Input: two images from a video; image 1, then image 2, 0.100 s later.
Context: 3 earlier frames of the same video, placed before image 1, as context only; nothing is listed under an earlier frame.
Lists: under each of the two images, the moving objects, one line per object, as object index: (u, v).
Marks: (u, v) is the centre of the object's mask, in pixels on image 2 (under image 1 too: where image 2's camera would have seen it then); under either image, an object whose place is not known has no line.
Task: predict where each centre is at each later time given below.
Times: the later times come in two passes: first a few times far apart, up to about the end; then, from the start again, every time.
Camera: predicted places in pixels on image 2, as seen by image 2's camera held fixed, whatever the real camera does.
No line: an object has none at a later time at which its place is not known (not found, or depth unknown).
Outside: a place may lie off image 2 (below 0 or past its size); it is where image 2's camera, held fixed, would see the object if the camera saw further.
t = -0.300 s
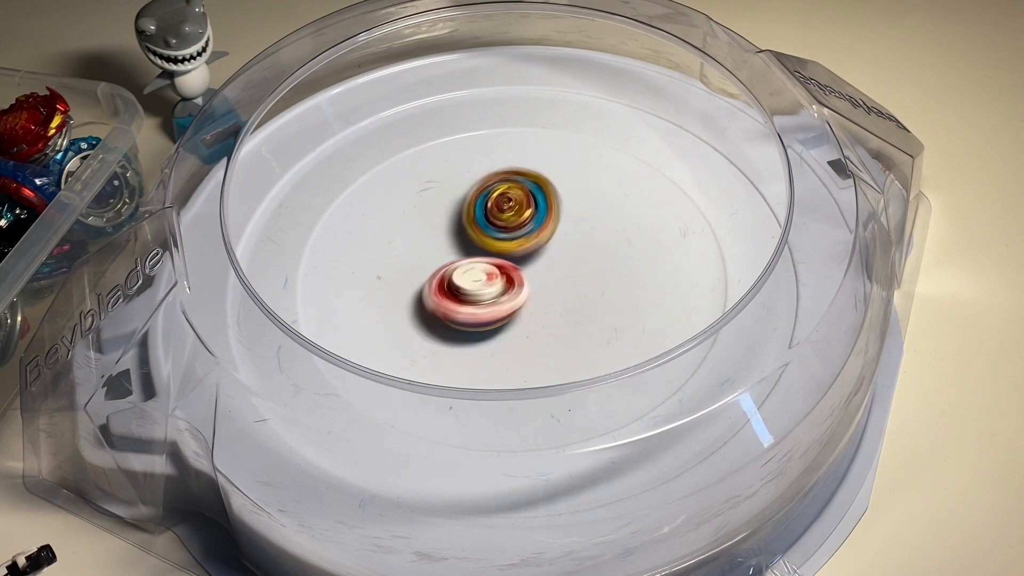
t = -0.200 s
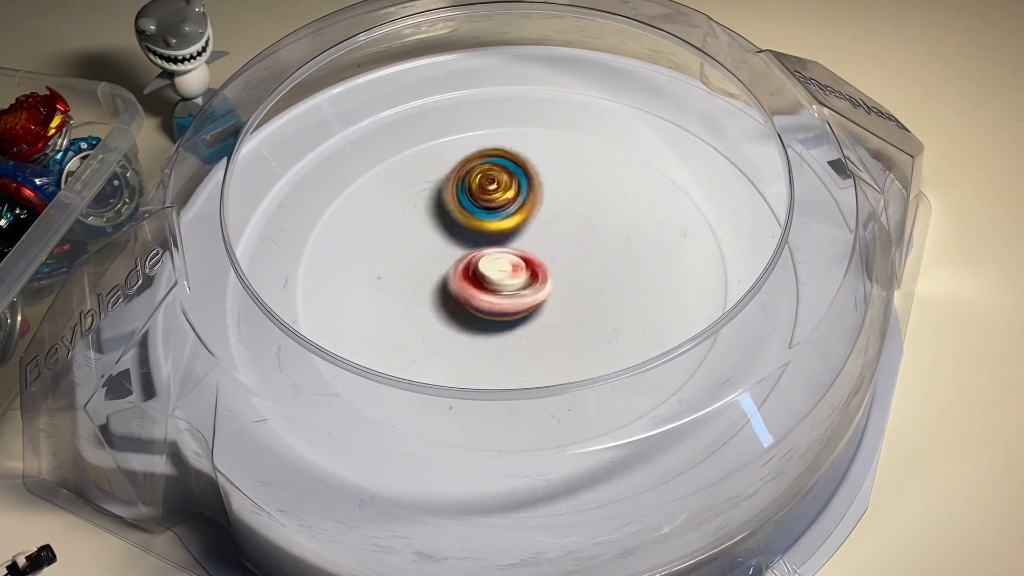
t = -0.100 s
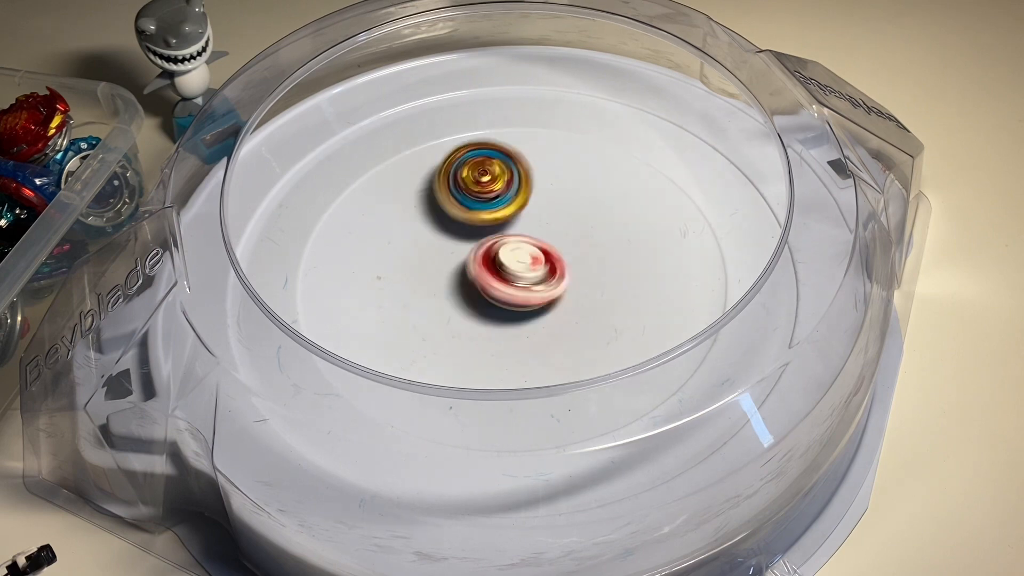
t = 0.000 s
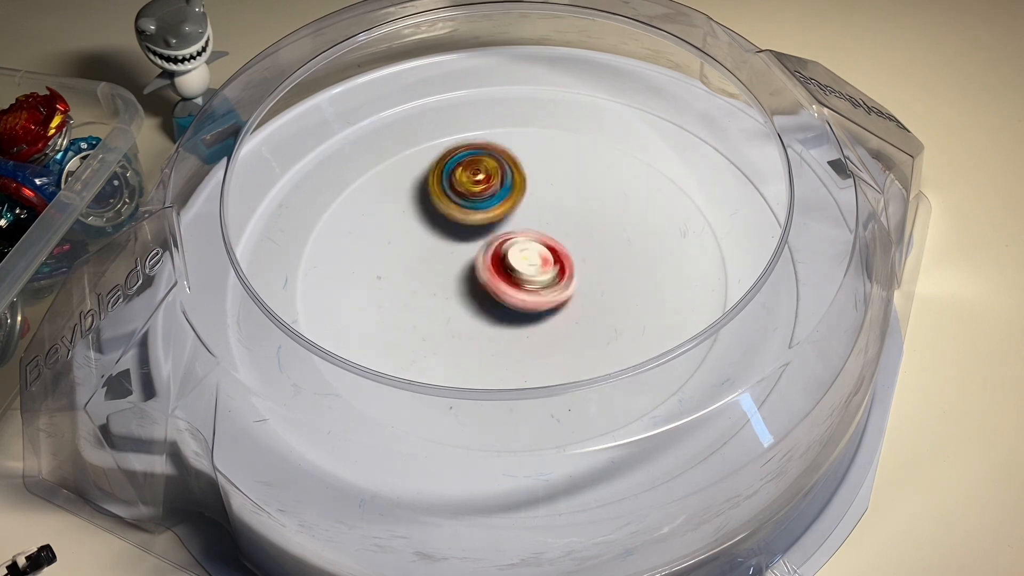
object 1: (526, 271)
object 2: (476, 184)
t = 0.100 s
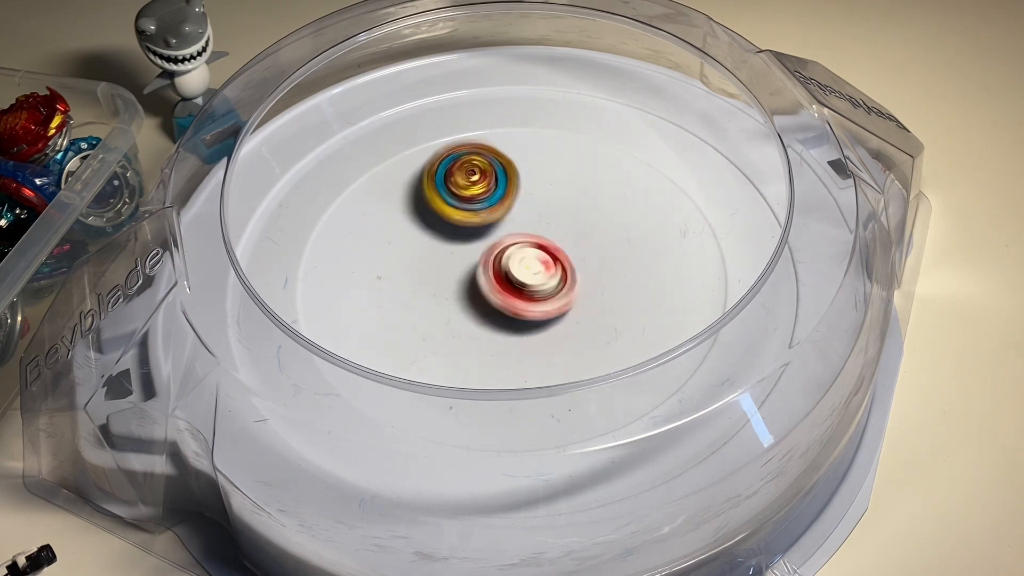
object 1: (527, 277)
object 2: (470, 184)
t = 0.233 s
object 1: (523, 283)
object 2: (469, 204)
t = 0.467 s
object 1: (566, 323)
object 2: (438, 200)
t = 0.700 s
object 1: (549, 293)
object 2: (468, 247)
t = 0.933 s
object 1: (579, 289)
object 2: (385, 223)
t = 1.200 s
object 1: (513, 260)
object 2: (400, 231)
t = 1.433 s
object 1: (577, 241)
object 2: (420, 266)
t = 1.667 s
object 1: (538, 239)
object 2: (492, 308)
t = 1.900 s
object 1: (508, 246)
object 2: (537, 339)
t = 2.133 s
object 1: (486, 255)
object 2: (563, 317)
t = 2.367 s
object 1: (467, 252)
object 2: (578, 278)
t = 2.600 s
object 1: (427, 260)
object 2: (614, 241)
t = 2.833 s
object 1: (437, 266)
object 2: (601, 237)
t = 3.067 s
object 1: (431, 284)
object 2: (567, 235)
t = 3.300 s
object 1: (453, 288)
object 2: (541, 240)
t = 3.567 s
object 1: (476, 296)
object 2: (556, 232)
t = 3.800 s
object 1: (475, 319)
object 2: (543, 236)
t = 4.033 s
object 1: (492, 314)
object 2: (526, 233)
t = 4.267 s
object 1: (499, 314)
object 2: (519, 228)
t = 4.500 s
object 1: (495, 321)
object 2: (500, 235)
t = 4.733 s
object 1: (495, 301)
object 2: (514, 235)
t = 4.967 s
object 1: (466, 305)
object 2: (523, 227)
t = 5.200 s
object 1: (489, 309)
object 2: (521, 237)
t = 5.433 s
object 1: (484, 305)
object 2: (527, 231)
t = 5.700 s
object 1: (481, 303)
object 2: (504, 229)
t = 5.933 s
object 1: (481, 302)
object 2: (512, 231)
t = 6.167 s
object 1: (482, 300)
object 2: (517, 232)
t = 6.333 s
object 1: (482, 300)
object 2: (517, 232)
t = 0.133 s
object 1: (527, 279)
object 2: (469, 188)
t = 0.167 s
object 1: (526, 280)
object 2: (469, 194)
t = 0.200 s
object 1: (523, 279)
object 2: (471, 199)
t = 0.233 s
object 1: (523, 283)
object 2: (469, 204)
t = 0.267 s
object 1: (524, 288)
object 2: (469, 210)
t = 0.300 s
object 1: (526, 294)
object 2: (465, 212)
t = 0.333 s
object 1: (538, 308)
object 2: (454, 207)
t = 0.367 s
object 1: (548, 317)
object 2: (448, 204)
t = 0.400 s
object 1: (555, 323)
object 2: (443, 200)
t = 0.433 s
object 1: (562, 326)
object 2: (439, 199)
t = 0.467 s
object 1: (566, 323)
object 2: (438, 200)
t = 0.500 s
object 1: (570, 321)
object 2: (439, 202)
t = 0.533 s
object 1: (571, 317)
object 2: (440, 205)
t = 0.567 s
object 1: (570, 314)
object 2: (443, 210)
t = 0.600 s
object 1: (568, 310)
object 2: (450, 216)
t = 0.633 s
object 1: (563, 304)
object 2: (455, 224)
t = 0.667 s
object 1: (556, 299)
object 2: (462, 235)
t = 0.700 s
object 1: (549, 293)
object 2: (468, 247)
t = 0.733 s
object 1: (551, 291)
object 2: (461, 252)
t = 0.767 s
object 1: (569, 293)
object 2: (439, 246)
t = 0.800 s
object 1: (581, 294)
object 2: (422, 240)
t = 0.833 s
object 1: (588, 294)
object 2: (412, 236)
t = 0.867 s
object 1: (588, 293)
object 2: (403, 231)
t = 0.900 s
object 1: (585, 291)
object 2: (393, 226)
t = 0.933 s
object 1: (579, 289)
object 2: (385, 223)
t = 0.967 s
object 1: (571, 288)
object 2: (376, 220)
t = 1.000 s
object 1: (563, 284)
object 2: (371, 218)
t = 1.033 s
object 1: (554, 281)
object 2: (371, 218)
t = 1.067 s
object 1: (546, 277)
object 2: (372, 218)
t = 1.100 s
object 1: (536, 273)
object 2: (376, 220)
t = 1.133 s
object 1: (529, 268)
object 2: (382, 222)
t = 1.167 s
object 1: (520, 264)
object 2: (390, 226)
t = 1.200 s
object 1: (513, 260)
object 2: (400, 231)
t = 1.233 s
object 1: (520, 257)
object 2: (402, 236)
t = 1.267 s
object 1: (540, 255)
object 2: (397, 239)
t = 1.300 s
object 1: (556, 252)
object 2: (397, 244)
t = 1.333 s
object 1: (568, 250)
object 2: (400, 249)
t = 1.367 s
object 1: (575, 247)
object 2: (404, 254)
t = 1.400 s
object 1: (577, 244)
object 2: (411, 259)
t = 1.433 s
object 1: (577, 241)
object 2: (420, 266)
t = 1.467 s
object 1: (572, 238)
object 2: (429, 273)
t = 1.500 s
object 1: (568, 236)
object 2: (439, 280)
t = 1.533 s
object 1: (562, 234)
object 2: (450, 286)
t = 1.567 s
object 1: (557, 234)
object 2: (462, 292)
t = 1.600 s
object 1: (550, 235)
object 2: (473, 297)
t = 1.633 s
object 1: (544, 236)
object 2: (484, 301)
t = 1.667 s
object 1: (538, 239)
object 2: (492, 308)
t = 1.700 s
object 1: (534, 235)
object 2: (501, 316)
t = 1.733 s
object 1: (529, 235)
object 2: (506, 323)
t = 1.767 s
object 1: (524, 234)
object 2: (512, 328)
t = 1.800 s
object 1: (520, 237)
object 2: (519, 333)
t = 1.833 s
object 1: (516, 239)
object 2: (525, 336)
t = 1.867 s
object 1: (513, 243)
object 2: (531, 339)
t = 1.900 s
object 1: (508, 246)
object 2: (537, 339)
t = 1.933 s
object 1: (506, 251)
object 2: (542, 338)
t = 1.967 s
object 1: (502, 255)
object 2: (546, 336)
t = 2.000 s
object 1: (501, 259)
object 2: (549, 333)
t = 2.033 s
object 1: (498, 261)
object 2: (551, 328)
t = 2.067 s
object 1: (497, 263)
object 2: (553, 322)
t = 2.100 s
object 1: (491, 258)
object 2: (559, 320)
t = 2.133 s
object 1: (486, 255)
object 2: (563, 317)
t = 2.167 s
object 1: (481, 253)
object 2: (567, 312)
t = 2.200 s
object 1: (479, 253)
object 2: (568, 307)
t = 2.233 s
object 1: (477, 254)
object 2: (569, 300)
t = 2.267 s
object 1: (477, 255)
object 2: (569, 294)
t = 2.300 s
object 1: (471, 254)
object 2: (573, 288)
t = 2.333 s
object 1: (469, 253)
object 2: (576, 283)
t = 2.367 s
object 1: (467, 252)
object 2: (578, 278)
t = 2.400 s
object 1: (469, 253)
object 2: (579, 273)
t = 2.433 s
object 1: (472, 256)
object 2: (578, 267)
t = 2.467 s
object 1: (476, 258)
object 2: (576, 262)
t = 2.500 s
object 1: (479, 263)
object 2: (575, 257)
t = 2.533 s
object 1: (466, 263)
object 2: (587, 252)
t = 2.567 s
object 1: (444, 261)
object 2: (603, 246)
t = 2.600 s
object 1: (427, 260)
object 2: (614, 241)
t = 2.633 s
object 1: (416, 257)
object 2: (620, 239)
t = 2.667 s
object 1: (411, 260)
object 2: (623, 237)
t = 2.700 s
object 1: (409, 259)
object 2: (622, 236)
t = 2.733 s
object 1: (414, 259)
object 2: (621, 236)
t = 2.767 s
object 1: (419, 263)
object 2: (615, 236)
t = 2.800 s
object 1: (427, 263)
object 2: (609, 237)
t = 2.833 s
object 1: (437, 266)
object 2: (601, 237)
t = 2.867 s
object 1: (448, 268)
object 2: (590, 239)
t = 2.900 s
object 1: (460, 268)
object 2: (579, 241)
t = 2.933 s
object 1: (465, 272)
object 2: (572, 243)
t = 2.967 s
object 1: (462, 273)
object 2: (568, 244)
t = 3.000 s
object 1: (461, 274)
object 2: (560, 244)
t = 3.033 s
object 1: (444, 280)
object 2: (565, 239)
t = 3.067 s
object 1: (431, 284)
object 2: (567, 235)
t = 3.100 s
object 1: (425, 286)
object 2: (569, 233)
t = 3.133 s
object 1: (421, 288)
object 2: (568, 233)
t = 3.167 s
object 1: (423, 287)
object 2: (564, 234)
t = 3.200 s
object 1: (428, 287)
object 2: (561, 235)
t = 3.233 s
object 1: (433, 287)
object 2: (555, 236)
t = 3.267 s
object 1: (442, 286)
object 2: (549, 238)
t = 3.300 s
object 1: (453, 288)
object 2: (541, 240)
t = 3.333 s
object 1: (458, 289)
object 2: (537, 239)
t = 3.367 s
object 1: (452, 294)
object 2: (543, 231)
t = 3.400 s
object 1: (452, 298)
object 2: (549, 227)
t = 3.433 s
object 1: (452, 298)
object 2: (552, 225)
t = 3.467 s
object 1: (455, 297)
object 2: (555, 225)
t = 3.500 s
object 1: (463, 295)
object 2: (558, 226)
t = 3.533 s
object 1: (471, 296)
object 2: (556, 231)
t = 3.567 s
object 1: (476, 296)
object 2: (556, 232)
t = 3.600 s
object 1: (470, 302)
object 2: (559, 225)
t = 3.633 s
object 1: (467, 315)
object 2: (558, 224)
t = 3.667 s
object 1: (466, 318)
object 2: (559, 224)
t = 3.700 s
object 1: (468, 321)
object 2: (558, 224)
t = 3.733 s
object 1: (470, 321)
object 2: (552, 227)
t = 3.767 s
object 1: (474, 320)
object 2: (548, 231)
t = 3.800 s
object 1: (475, 319)
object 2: (543, 236)
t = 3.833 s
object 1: (479, 316)
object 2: (539, 239)
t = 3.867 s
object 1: (485, 313)
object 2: (538, 242)
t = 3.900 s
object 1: (490, 314)
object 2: (532, 239)
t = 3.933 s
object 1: (488, 318)
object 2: (529, 235)
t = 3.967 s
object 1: (487, 318)
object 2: (526, 235)
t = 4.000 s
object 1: (489, 317)
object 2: (529, 234)
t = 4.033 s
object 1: (492, 314)
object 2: (526, 233)
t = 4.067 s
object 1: (492, 316)
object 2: (522, 230)
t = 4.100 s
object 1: (489, 318)
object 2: (518, 226)
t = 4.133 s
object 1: (490, 318)
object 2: (515, 226)
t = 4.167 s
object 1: (491, 317)
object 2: (514, 232)
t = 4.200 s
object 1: (492, 314)
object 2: (518, 234)
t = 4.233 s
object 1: (494, 315)
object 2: (522, 233)
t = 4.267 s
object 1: (499, 314)
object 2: (519, 228)
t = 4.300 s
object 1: (499, 313)
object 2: (513, 229)
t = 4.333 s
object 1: (500, 318)
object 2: (507, 227)
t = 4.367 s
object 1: (498, 325)
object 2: (501, 225)
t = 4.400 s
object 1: (497, 326)
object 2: (498, 227)
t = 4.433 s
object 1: (496, 324)
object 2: (498, 231)
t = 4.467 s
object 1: (495, 321)
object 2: (501, 234)
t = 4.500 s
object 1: (495, 321)
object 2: (500, 235)
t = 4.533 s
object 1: (495, 319)
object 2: (501, 235)
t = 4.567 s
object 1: (497, 317)
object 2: (502, 236)
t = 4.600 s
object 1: (500, 312)
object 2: (503, 238)
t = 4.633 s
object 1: (505, 308)
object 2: (505, 239)
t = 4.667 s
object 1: (504, 307)
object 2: (507, 237)
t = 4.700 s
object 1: (501, 304)
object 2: (510, 237)
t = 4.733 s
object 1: (495, 301)
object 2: (514, 235)
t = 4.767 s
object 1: (488, 301)
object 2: (520, 232)
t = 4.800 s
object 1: (479, 302)
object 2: (523, 227)
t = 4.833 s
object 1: (472, 303)
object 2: (525, 222)
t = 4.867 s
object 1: (467, 304)
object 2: (525, 221)
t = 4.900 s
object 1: (464, 306)
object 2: (524, 221)
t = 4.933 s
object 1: (464, 306)
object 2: (523, 224)
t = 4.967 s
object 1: (466, 305)
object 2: (523, 227)
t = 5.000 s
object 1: (469, 304)
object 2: (524, 229)
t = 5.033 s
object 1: (474, 302)
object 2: (521, 232)
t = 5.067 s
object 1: (481, 303)
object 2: (521, 235)
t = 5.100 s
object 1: (484, 305)
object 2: (522, 236)
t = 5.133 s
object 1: (488, 306)
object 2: (520, 237)
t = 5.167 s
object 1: (489, 307)
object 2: (520, 238)
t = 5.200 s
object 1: (489, 309)
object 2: (521, 237)
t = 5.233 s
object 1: (487, 310)
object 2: (521, 235)
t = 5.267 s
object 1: (487, 310)
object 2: (523, 233)
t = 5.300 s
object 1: (486, 311)
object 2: (524, 230)
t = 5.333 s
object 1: (486, 310)
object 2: (524, 228)
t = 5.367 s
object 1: (486, 309)
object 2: (523, 227)
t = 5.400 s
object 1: (485, 307)
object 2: (525, 228)
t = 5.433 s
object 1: (484, 305)
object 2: (527, 231)
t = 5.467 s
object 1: (483, 302)
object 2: (530, 234)
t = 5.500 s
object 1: (482, 302)
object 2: (530, 235)
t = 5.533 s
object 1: (482, 302)
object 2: (527, 235)
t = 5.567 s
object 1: (482, 303)
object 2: (521, 234)
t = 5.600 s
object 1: (482, 303)
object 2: (516, 233)
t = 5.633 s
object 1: (481, 303)
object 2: (511, 231)
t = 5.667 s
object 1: (481, 303)
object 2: (507, 230)
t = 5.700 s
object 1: (481, 303)
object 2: (504, 229)
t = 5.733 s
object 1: (482, 303)
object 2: (503, 228)
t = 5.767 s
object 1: (481, 303)
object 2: (502, 228)
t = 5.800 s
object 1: (481, 303)
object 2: (503, 229)
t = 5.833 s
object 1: (481, 302)
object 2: (505, 229)
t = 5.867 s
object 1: (482, 302)
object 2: (507, 230)
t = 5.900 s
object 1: (482, 302)
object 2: (509, 231)
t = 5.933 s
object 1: (481, 302)
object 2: (512, 231)
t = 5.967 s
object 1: (481, 301)
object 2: (515, 232)
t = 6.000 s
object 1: (482, 301)
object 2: (517, 232)
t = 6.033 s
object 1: (482, 301)
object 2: (519, 233)
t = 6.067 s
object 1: (482, 301)
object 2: (519, 233)
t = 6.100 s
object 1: (482, 301)
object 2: (519, 233)
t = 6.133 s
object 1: (482, 300)
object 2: (518, 232)
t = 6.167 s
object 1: (482, 300)
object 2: (517, 232)
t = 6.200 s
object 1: (482, 300)
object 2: (516, 232)
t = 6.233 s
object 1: (482, 300)
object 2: (516, 232)
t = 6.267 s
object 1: (482, 300)
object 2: (516, 232)
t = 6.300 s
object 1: (482, 300)
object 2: (516, 232)
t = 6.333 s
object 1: (482, 300)
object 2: (517, 232)
